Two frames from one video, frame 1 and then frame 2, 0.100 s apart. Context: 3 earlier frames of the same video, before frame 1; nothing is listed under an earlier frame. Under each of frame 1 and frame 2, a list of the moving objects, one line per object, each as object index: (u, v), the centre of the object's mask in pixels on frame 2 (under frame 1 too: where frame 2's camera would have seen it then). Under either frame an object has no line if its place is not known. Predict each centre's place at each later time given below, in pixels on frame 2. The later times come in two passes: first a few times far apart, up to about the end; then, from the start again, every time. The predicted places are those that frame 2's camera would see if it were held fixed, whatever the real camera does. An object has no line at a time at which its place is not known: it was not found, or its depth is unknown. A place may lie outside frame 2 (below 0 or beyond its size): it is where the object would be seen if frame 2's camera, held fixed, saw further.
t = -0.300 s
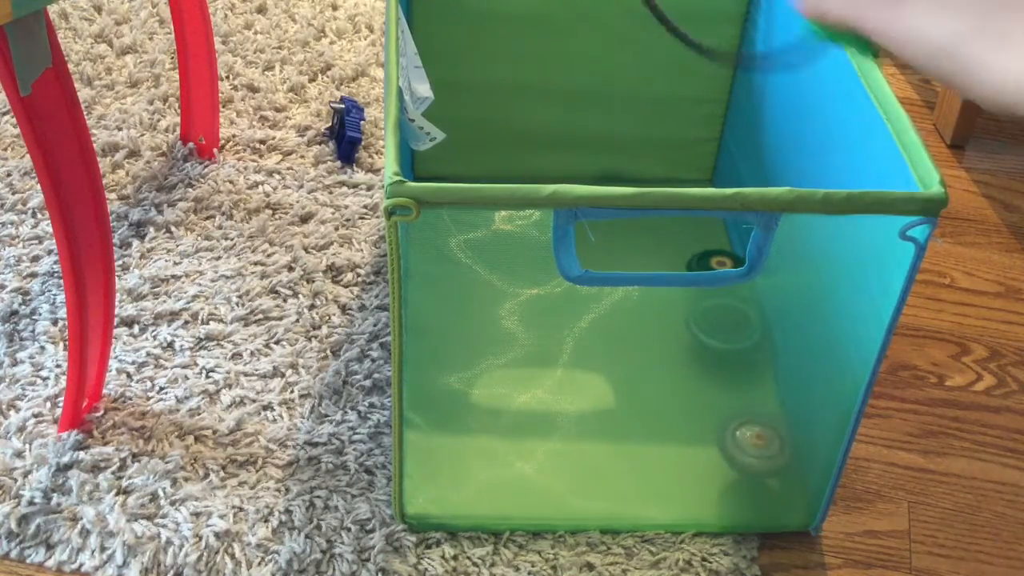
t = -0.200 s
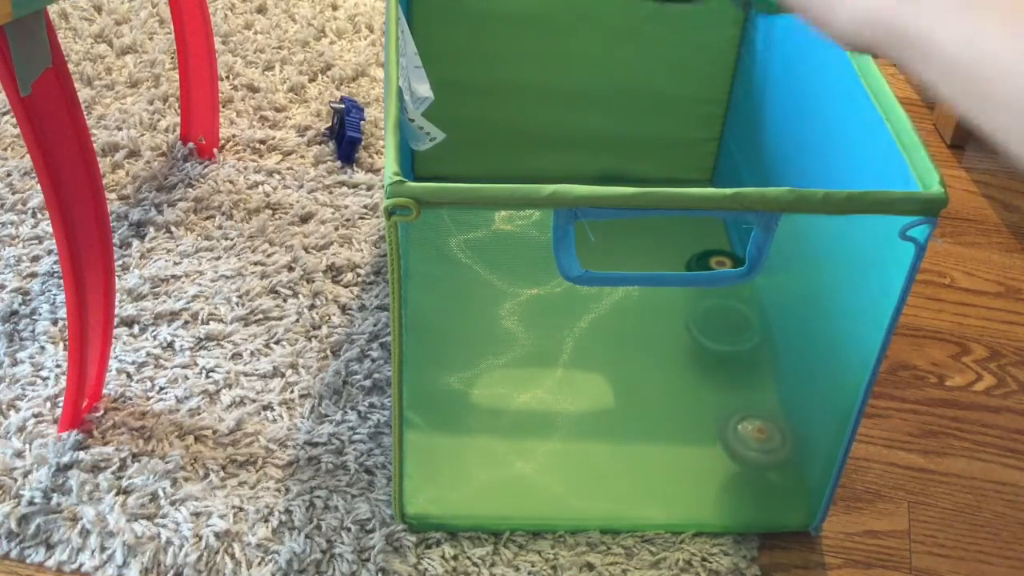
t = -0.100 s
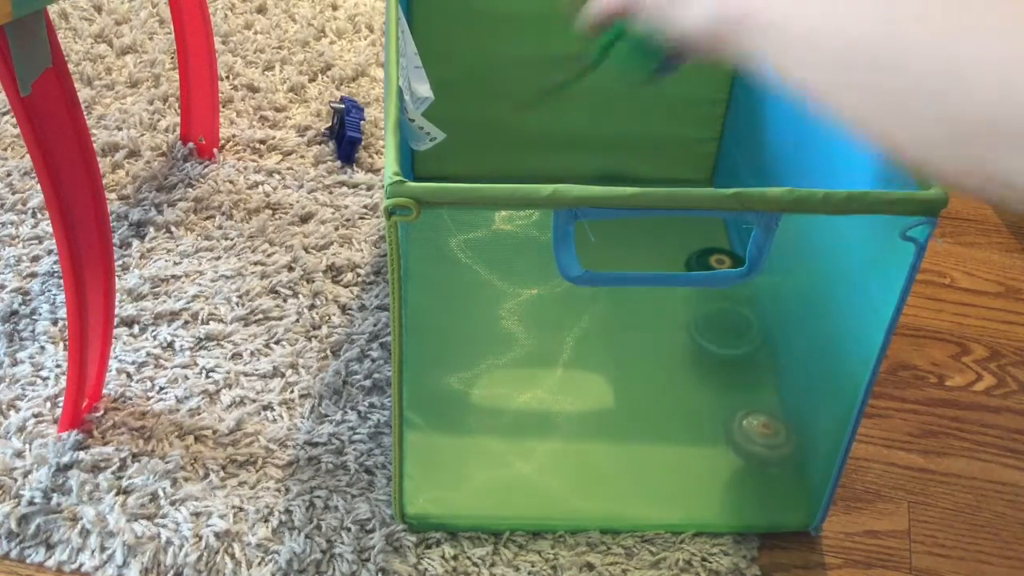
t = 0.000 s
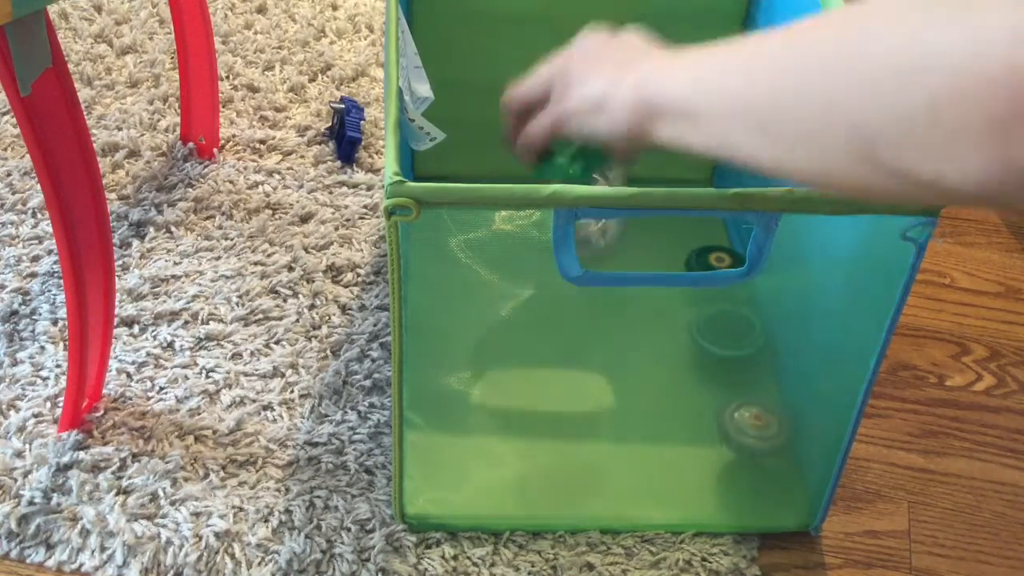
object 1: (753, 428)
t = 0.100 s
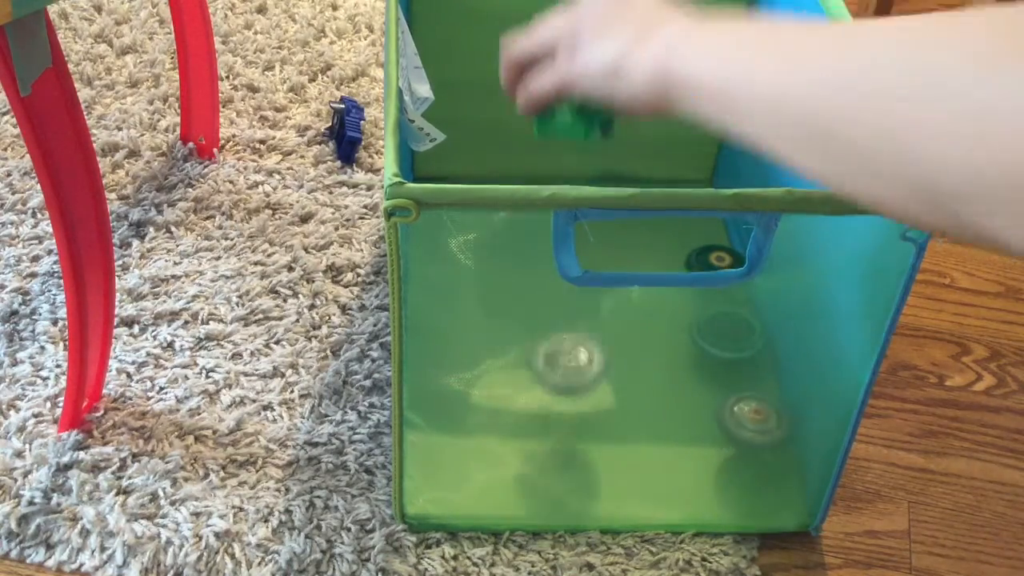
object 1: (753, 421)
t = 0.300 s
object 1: (755, 408)
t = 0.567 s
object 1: (753, 394)
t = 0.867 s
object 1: (747, 400)
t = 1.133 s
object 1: (728, 407)
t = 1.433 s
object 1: (698, 402)
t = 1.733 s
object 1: (698, 400)
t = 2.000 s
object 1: (727, 405)
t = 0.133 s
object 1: (755, 419)
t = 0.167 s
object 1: (757, 417)
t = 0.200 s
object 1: (757, 416)
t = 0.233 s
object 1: (758, 412)
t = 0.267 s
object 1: (756, 410)
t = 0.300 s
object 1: (755, 408)
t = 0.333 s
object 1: (755, 406)
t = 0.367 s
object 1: (755, 403)
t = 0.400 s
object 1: (753, 401)
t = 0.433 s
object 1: (751, 397)
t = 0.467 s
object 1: (752, 394)
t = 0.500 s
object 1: (752, 394)
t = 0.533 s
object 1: (752, 393)
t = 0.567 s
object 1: (753, 394)
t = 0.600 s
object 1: (753, 393)
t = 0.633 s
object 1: (751, 392)
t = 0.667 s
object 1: (750, 390)
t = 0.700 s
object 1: (746, 391)
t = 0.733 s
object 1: (745, 391)
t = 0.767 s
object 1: (744, 394)
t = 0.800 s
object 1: (744, 396)
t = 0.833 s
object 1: (745, 398)
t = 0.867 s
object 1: (747, 400)
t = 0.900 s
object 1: (749, 402)
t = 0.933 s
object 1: (753, 406)
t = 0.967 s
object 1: (756, 409)
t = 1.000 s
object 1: (757, 408)
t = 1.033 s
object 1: (749, 409)
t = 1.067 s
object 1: (743, 407)
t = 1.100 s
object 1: (737, 408)
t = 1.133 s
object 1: (728, 407)
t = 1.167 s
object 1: (724, 406)
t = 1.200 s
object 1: (719, 405)
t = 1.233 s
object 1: (714, 403)
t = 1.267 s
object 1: (708, 403)
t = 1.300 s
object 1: (706, 403)
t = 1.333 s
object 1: (703, 404)
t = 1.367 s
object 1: (701, 402)
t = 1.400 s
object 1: (699, 403)
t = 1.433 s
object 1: (698, 402)
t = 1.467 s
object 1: (697, 402)
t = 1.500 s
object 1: (697, 402)
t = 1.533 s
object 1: (696, 401)
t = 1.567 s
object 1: (695, 401)
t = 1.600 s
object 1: (695, 401)
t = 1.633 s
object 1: (696, 400)
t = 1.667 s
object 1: (696, 400)
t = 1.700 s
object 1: (696, 400)
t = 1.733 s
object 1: (698, 400)
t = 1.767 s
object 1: (701, 401)
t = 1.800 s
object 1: (702, 402)
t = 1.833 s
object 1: (706, 402)
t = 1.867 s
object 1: (709, 402)
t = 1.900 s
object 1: (712, 402)
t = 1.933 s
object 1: (716, 402)
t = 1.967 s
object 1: (720, 404)
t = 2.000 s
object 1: (727, 405)
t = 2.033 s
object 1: (732, 404)
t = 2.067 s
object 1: (737, 404)
